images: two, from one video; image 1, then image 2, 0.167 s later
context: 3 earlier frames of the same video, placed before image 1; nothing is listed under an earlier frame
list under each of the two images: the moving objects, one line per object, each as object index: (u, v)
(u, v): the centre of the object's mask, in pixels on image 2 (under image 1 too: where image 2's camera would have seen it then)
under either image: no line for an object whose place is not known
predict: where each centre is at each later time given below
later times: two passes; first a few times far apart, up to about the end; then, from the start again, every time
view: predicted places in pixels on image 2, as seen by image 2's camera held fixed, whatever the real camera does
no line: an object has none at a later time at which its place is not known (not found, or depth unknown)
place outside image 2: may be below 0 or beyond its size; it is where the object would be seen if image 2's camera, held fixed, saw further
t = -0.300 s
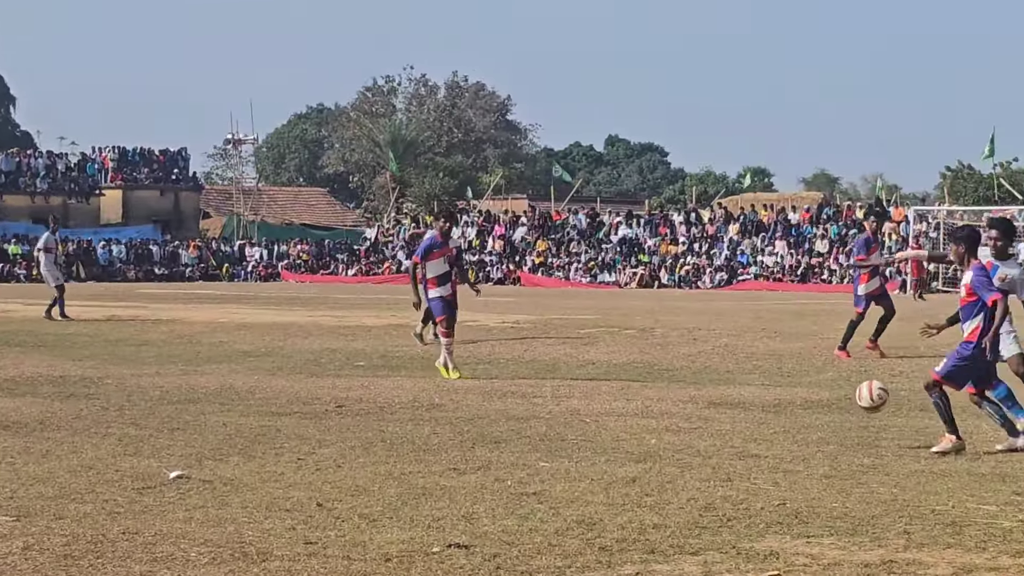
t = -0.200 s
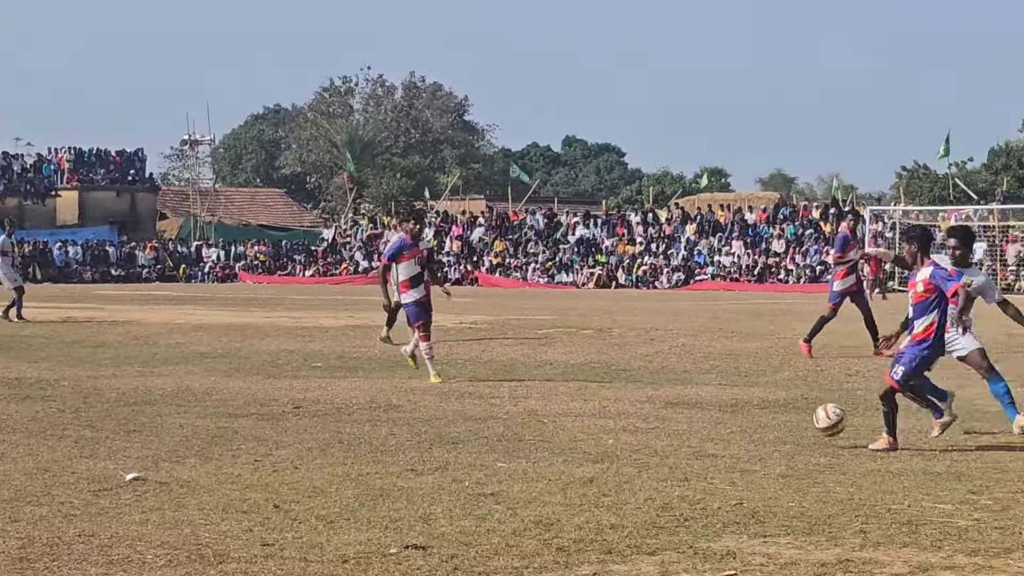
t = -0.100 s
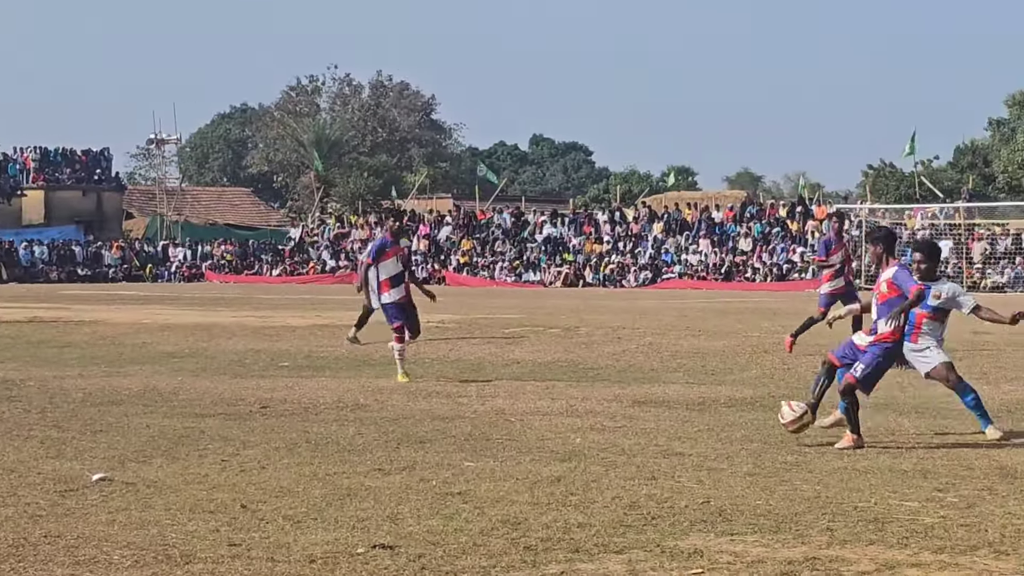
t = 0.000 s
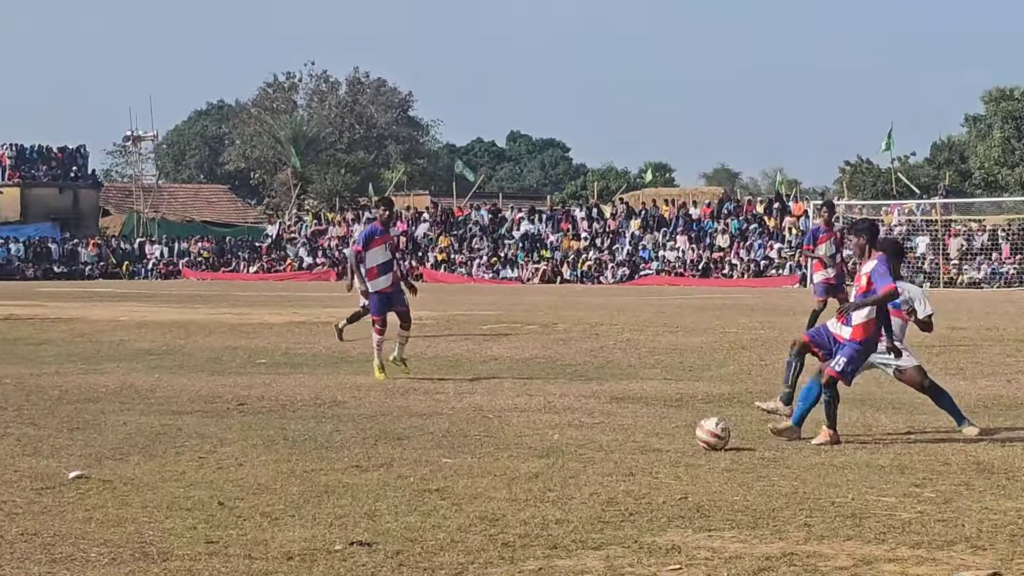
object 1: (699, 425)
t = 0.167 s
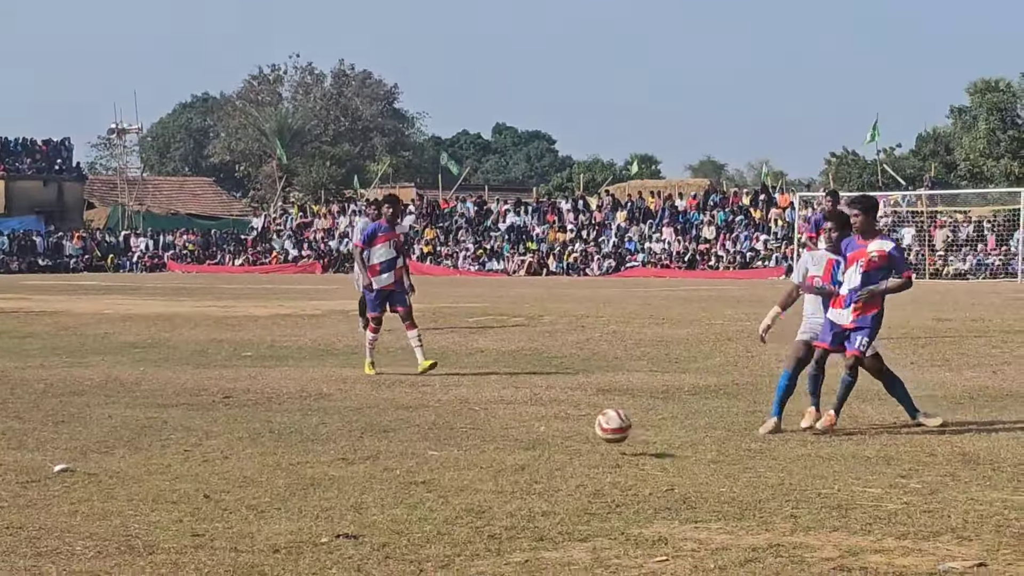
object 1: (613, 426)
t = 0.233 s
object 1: (577, 439)
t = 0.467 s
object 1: (460, 459)
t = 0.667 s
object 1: (350, 468)
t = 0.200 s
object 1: (595, 431)
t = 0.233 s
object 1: (577, 439)
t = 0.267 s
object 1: (560, 444)
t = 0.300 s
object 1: (544, 442)
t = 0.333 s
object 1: (527, 442)
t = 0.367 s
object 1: (511, 444)
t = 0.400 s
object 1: (495, 448)
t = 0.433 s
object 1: (478, 454)
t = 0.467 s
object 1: (460, 459)
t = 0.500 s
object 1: (443, 457)
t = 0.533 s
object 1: (425, 456)
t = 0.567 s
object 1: (407, 457)
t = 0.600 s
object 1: (389, 461)
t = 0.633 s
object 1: (370, 465)
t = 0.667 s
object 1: (350, 468)
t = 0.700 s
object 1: (331, 469)
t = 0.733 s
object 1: (310, 471)
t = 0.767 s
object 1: (290, 473)
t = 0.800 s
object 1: (269, 475)
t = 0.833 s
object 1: (249, 474)
